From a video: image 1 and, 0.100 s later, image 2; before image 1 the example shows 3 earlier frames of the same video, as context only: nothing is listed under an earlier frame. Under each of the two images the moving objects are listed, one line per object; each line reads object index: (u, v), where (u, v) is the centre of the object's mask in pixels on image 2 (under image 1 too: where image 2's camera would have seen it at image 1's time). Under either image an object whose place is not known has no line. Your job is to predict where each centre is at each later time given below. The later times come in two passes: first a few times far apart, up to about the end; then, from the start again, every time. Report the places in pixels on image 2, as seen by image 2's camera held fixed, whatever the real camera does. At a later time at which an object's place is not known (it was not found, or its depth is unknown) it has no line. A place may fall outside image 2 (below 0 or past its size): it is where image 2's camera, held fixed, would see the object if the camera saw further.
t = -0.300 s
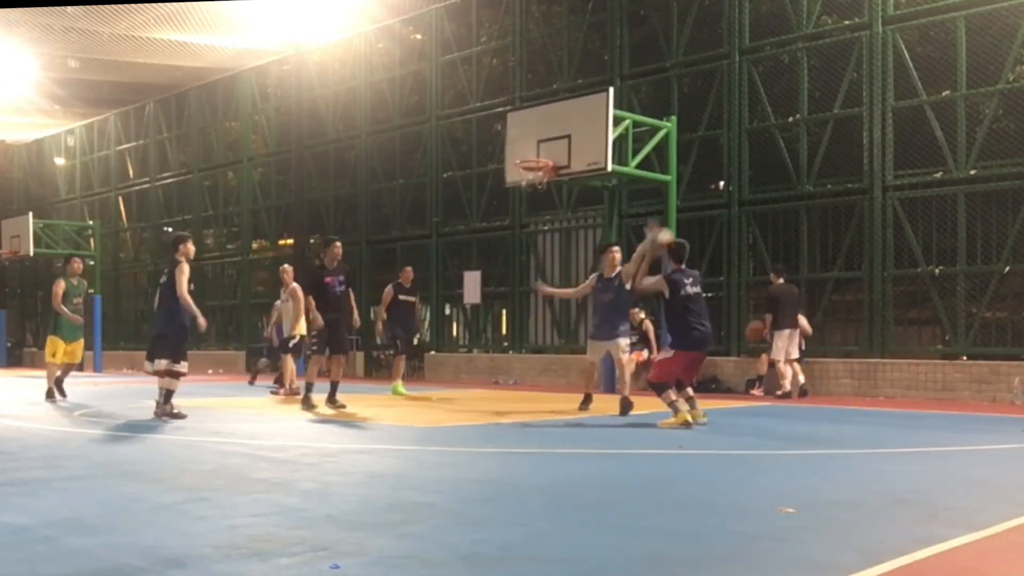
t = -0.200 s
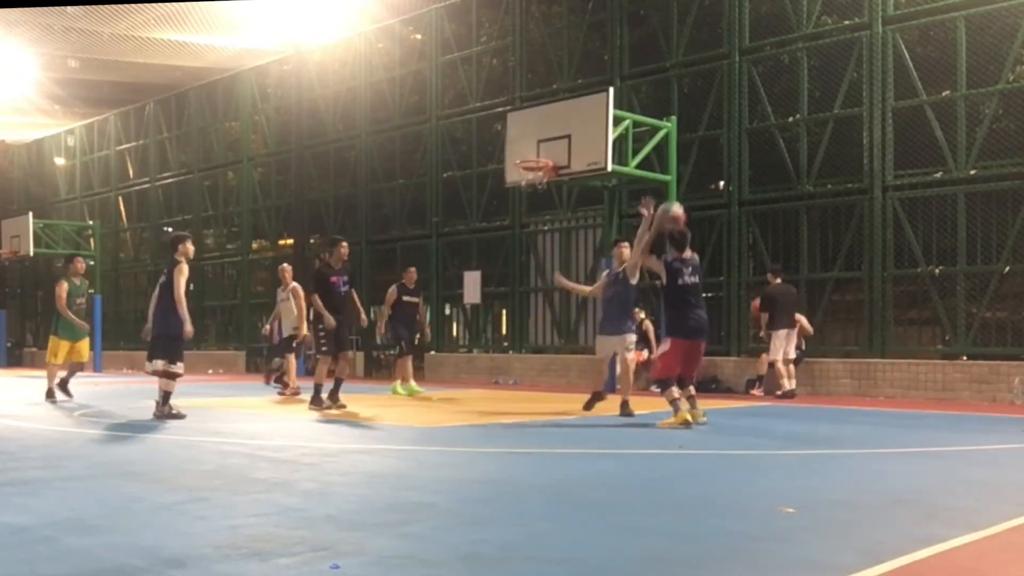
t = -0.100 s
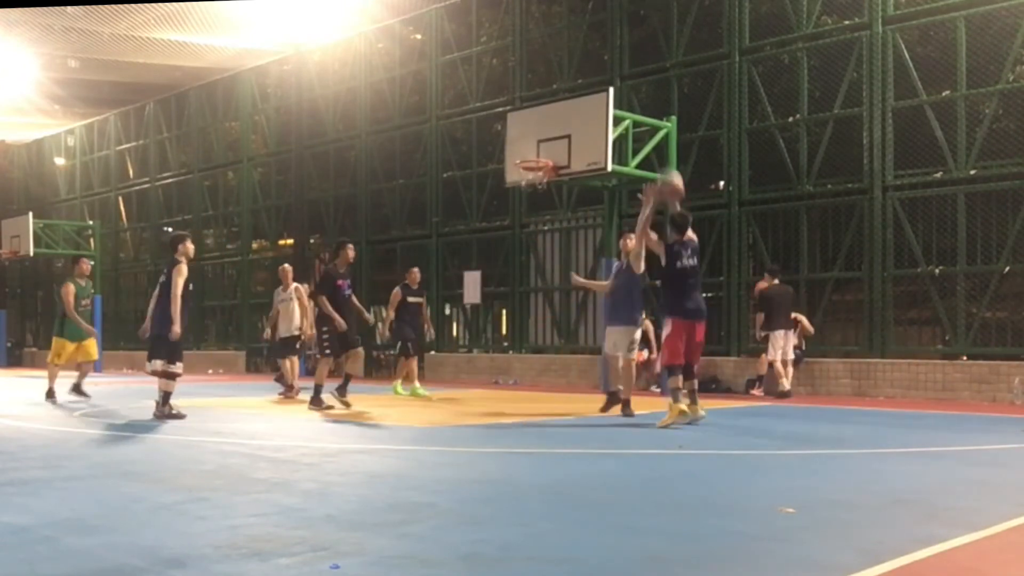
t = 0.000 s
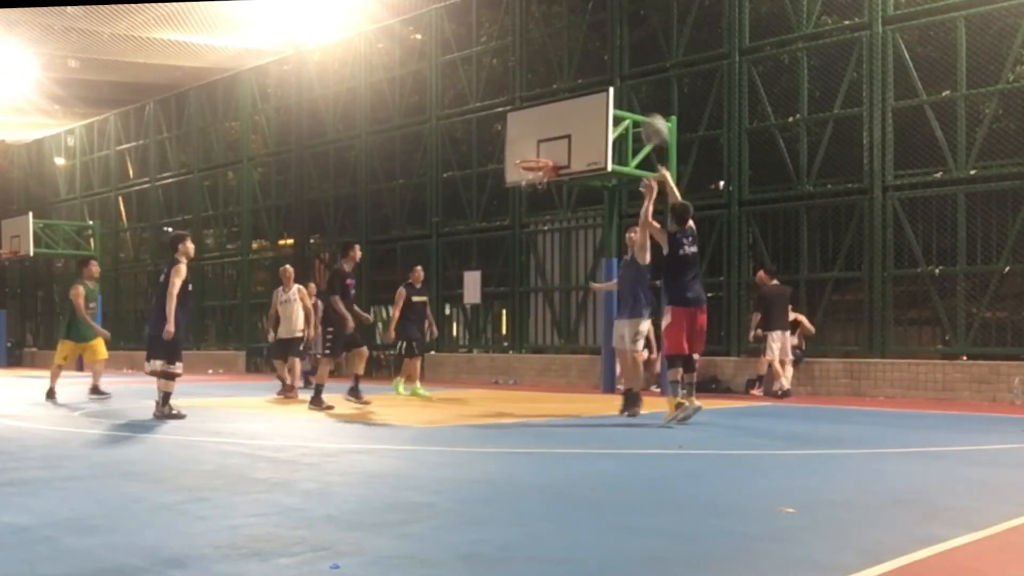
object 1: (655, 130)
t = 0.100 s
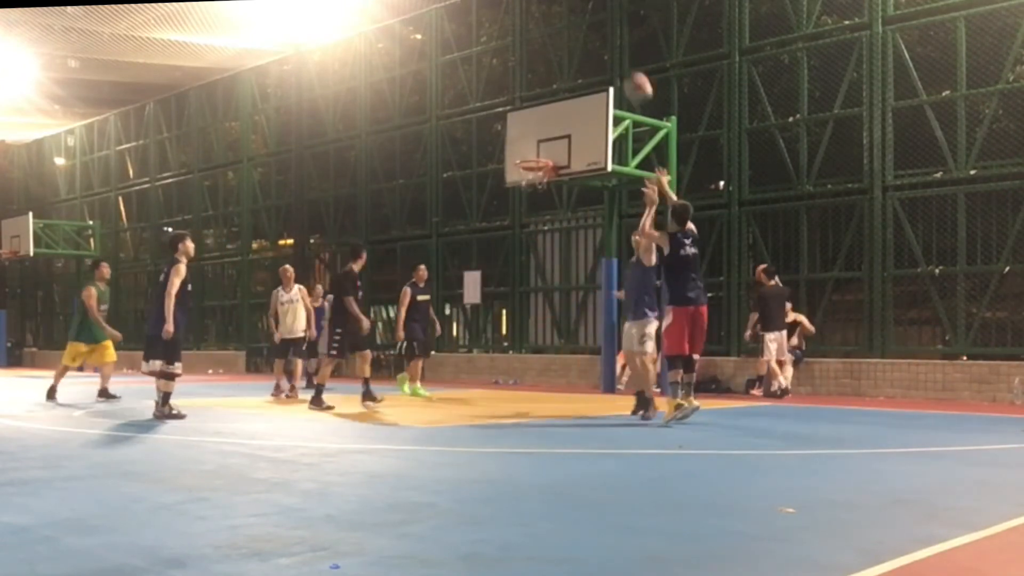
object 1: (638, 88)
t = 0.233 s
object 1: (618, 52)
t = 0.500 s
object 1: (583, 31)
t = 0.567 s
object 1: (576, 36)
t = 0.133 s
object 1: (633, 77)
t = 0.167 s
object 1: (628, 67)
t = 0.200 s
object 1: (622, 58)
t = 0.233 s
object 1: (618, 52)
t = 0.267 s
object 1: (613, 44)
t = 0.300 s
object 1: (608, 40)
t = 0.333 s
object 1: (604, 35)
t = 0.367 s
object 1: (600, 32)
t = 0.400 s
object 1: (596, 31)
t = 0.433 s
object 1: (591, 30)
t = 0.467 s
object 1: (588, 30)
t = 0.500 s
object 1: (583, 31)
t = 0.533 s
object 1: (580, 33)
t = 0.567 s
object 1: (576, 36)
